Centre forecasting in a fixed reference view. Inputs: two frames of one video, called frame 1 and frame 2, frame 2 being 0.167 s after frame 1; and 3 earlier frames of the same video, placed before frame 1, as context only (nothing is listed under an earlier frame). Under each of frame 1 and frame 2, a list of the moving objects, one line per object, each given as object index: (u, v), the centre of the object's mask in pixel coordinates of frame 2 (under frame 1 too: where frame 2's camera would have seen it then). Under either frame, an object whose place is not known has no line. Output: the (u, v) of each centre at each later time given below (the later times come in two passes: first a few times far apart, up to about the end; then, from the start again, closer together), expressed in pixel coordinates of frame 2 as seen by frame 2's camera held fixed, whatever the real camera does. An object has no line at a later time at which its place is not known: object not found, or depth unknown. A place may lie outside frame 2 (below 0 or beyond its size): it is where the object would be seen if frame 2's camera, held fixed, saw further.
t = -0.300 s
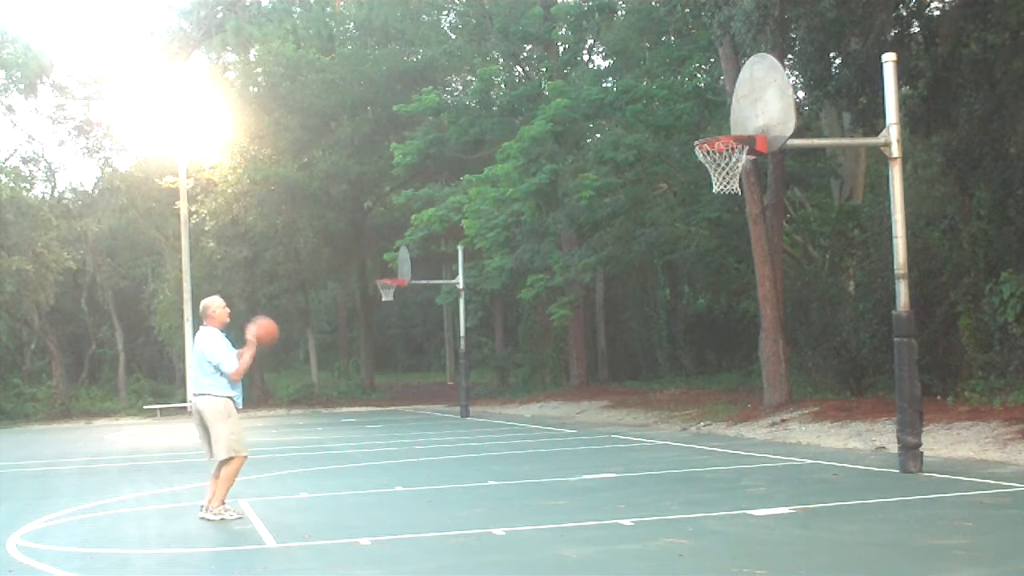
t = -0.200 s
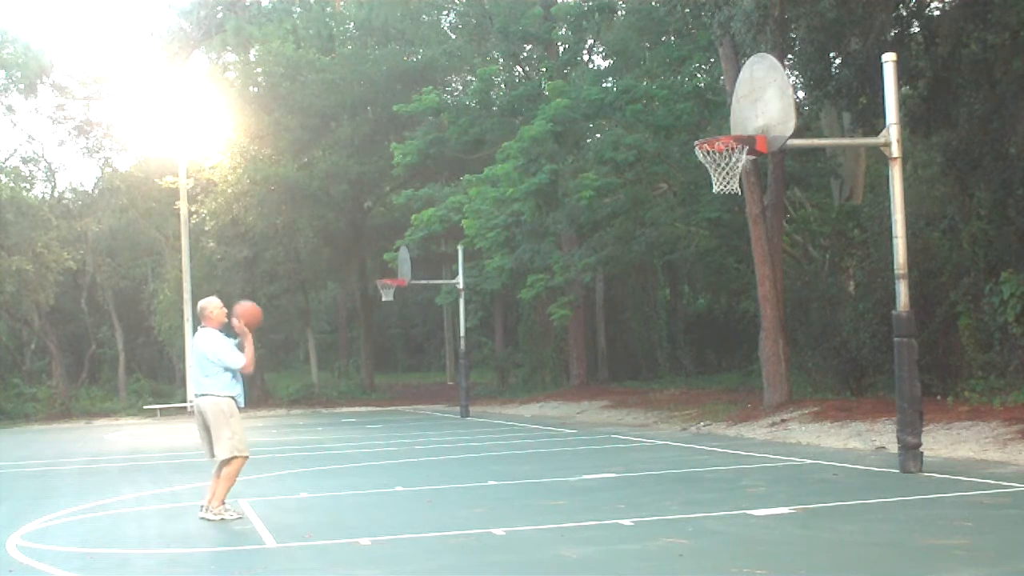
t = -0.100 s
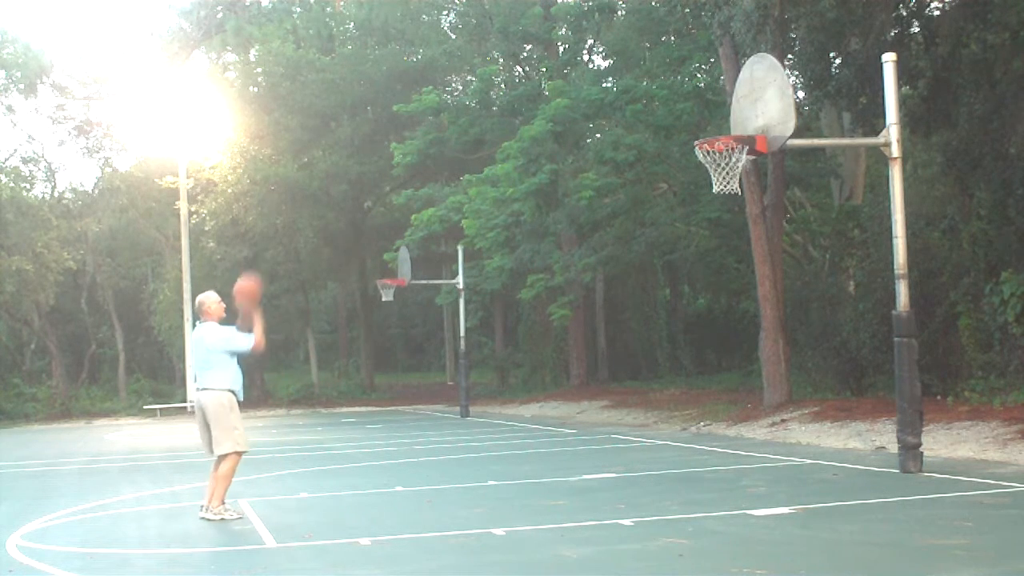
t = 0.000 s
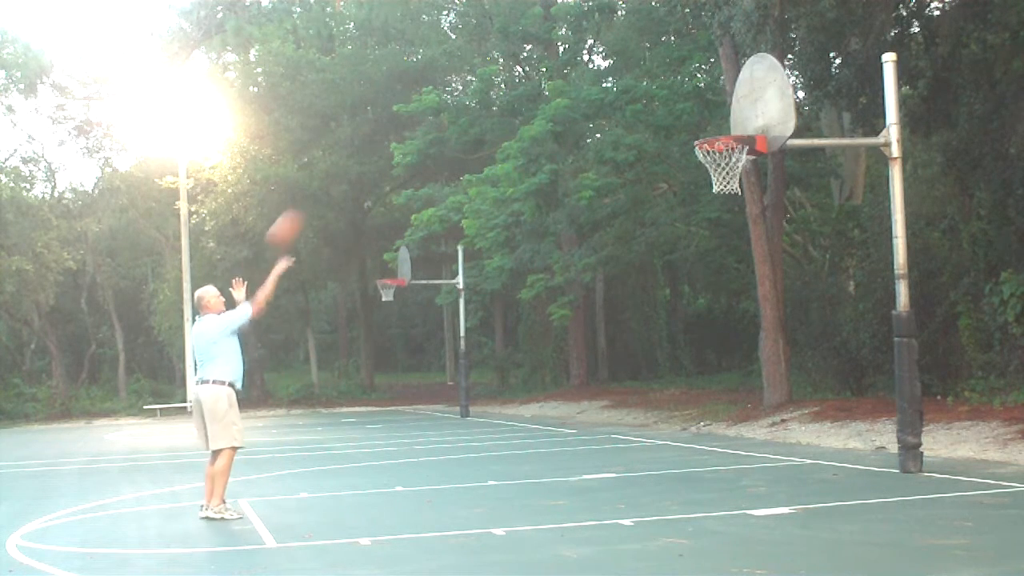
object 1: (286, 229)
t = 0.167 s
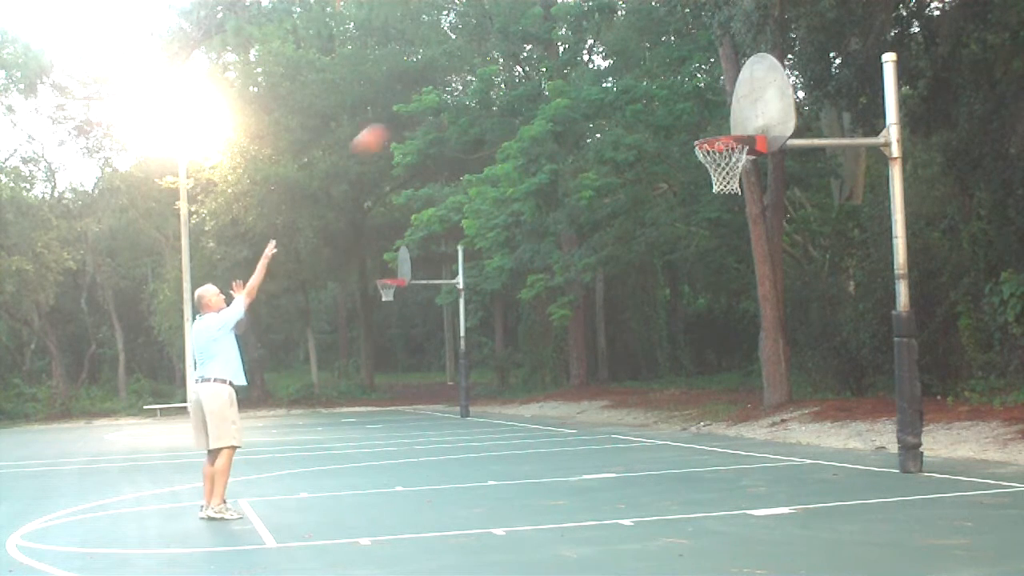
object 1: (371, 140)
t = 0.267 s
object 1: (421, 102)
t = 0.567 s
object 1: (566, 56)
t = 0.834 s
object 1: (695, 98)
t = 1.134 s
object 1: (652, 95)
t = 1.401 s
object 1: (543, 117)
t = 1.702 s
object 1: (420, 247)
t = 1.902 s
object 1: (337, 398)
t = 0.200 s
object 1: (387, 126)
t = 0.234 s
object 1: (404, 114)
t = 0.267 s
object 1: (421, 102)
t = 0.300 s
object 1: (435, 91)
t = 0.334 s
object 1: (453, 83)
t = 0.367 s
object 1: (471, 76)
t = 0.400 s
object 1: (485, 69)
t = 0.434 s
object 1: (502, 64)
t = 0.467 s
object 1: (519, 60)
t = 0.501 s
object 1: (535, 57)
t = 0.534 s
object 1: (550, 56)
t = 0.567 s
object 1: (566, 56)
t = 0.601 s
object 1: (580, 56)
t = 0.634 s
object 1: (601, 59)
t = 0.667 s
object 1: (618, 63)
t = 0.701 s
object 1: (632, 67)
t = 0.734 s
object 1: (647, 72)
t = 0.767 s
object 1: (663, 79)
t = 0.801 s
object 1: (679, 88)
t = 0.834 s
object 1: (695, 98)
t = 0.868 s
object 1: (710, 108)
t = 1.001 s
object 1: (706, 111)
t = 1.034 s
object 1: (693, 105)
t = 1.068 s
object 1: (680, 101)
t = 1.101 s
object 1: (665, 97)
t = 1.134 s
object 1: (652, 95)
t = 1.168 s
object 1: (638, 92)
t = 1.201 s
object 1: (625, 92)
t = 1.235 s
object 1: (610, 93)
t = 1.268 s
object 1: (597, 96)
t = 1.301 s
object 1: (583, 100)
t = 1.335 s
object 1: (569, 104)
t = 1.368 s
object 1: (556, 110)
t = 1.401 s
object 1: (543, 117)
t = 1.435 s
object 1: (528, 127)
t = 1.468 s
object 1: (514, 137)
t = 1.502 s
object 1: (498, 149)
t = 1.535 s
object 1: (487, 161)
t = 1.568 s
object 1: (472, 176)
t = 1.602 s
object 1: (459, 191)
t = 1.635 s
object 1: (445, 210)
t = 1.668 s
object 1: (433, 227)
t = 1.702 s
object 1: (420, 247)
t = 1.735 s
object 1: (405, 267)
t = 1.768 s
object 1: (390, 293)
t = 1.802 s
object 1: (377, 318)
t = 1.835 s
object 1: (365, 343)
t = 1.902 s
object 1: (337, 398)
